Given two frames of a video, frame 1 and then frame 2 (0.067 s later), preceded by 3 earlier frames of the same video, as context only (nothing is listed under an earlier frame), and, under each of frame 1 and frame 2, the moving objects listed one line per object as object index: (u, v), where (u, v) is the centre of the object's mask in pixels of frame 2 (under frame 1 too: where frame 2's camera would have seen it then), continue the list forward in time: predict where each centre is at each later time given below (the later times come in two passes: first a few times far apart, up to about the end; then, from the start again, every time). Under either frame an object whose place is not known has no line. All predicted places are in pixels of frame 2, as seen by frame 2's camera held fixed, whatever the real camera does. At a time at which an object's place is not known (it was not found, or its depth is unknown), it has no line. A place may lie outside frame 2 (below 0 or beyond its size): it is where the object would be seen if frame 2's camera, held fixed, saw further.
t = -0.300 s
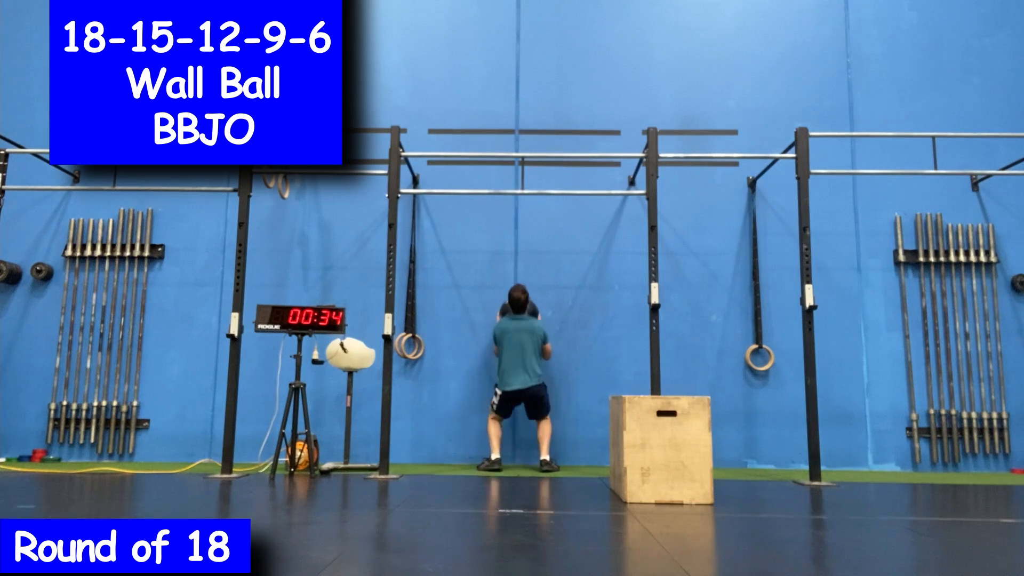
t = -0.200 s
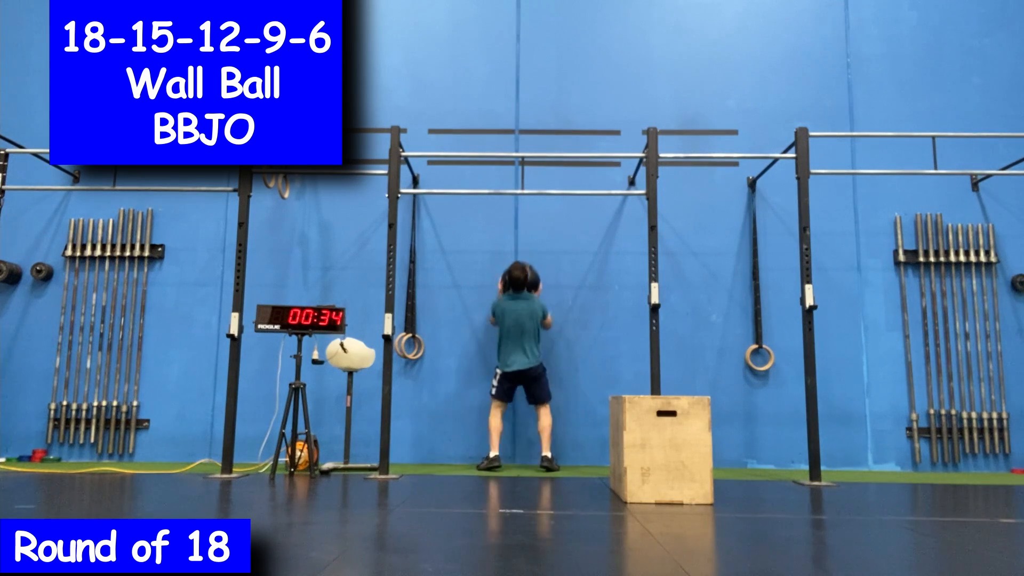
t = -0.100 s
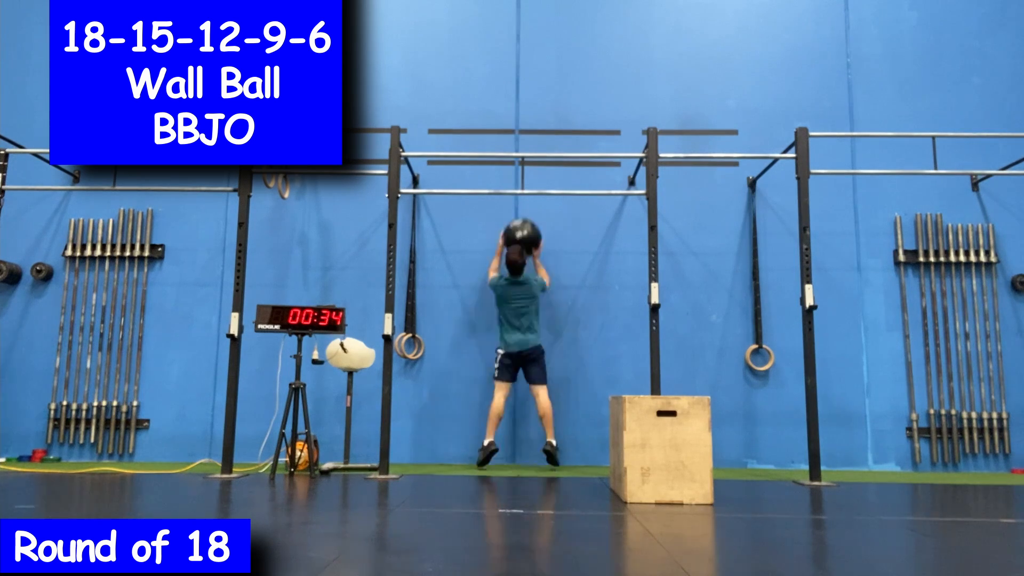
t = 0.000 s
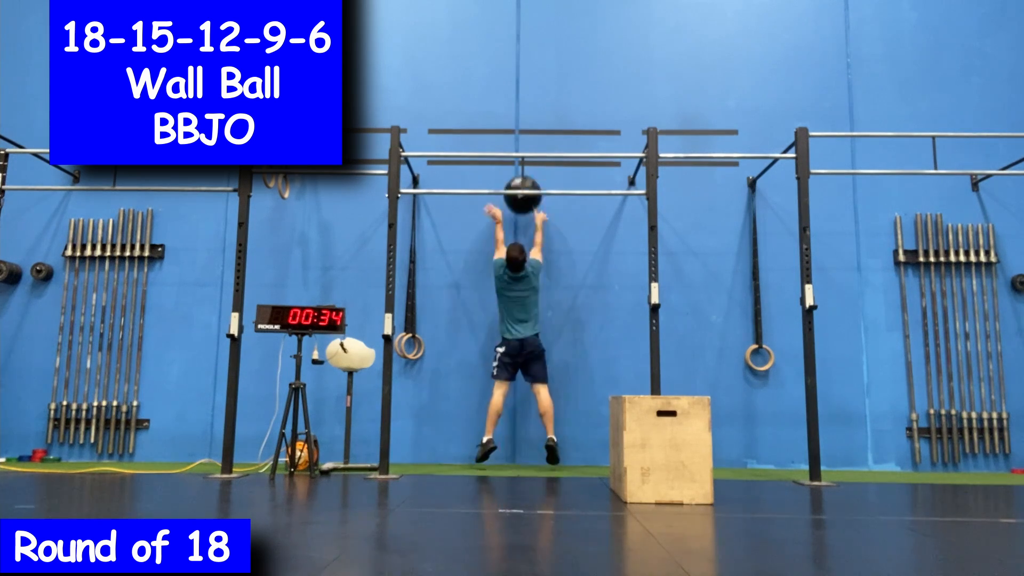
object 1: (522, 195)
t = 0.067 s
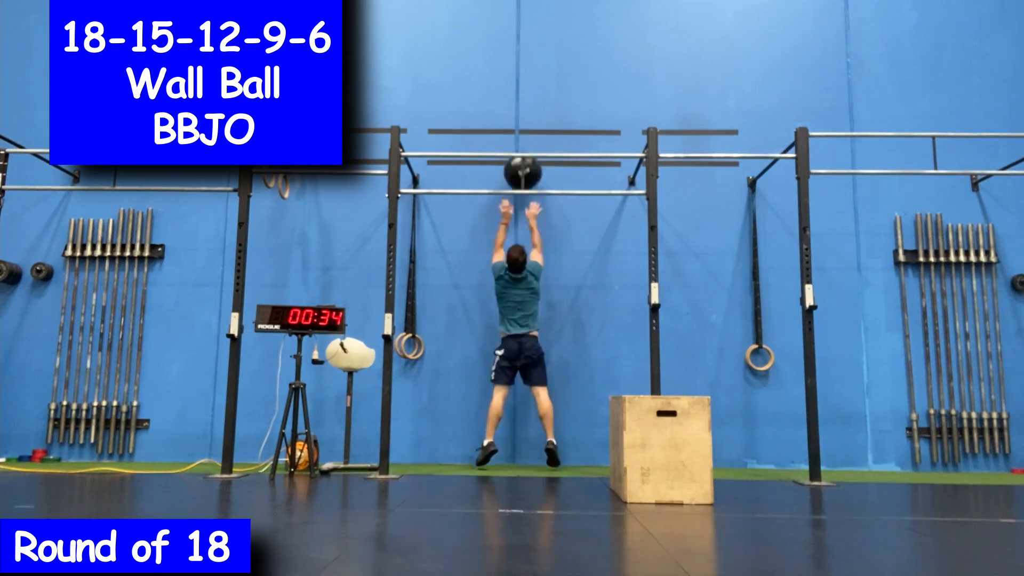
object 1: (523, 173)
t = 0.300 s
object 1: (522, 131)
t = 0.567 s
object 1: (523, 151)
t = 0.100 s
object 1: (522, 163)
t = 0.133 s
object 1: (523, 153)
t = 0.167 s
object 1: (522, 145)
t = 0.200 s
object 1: (522, 138)
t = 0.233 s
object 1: (522, 135)
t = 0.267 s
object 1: (522, 132)
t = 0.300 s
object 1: (522, 131)
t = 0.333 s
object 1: (522, 130)
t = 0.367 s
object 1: (522, 130)
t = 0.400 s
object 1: (522, 130)
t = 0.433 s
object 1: (523, 132)
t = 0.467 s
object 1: (523, 134)
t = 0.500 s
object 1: (523, 137)
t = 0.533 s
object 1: (523, 140)
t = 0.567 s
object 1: (523, 151)
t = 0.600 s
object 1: (523, 159)
